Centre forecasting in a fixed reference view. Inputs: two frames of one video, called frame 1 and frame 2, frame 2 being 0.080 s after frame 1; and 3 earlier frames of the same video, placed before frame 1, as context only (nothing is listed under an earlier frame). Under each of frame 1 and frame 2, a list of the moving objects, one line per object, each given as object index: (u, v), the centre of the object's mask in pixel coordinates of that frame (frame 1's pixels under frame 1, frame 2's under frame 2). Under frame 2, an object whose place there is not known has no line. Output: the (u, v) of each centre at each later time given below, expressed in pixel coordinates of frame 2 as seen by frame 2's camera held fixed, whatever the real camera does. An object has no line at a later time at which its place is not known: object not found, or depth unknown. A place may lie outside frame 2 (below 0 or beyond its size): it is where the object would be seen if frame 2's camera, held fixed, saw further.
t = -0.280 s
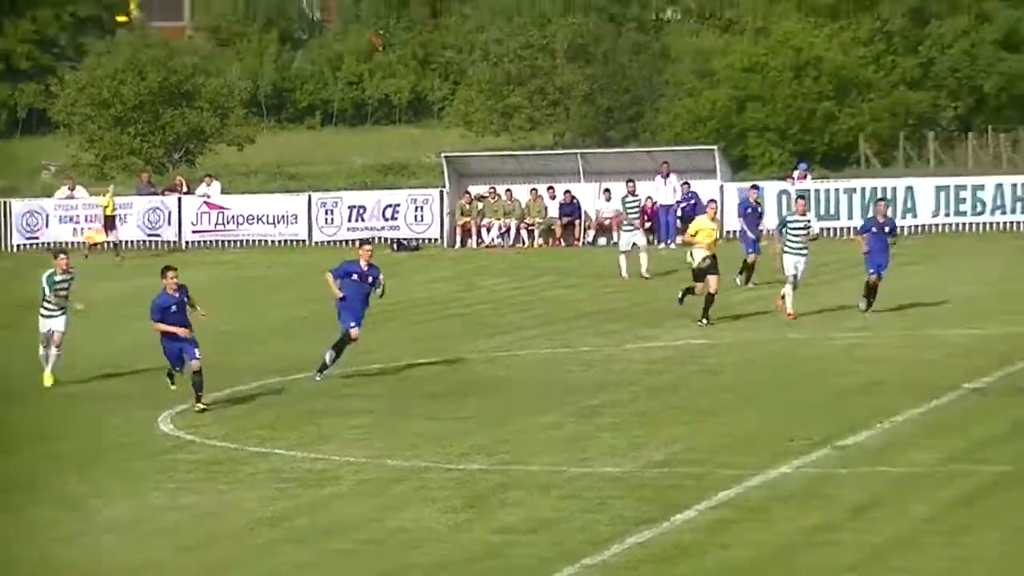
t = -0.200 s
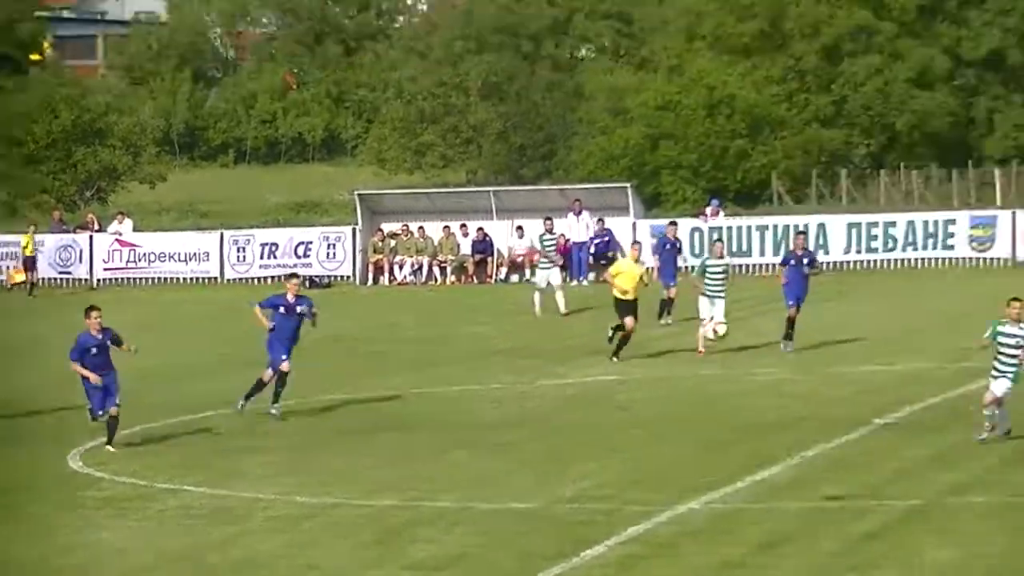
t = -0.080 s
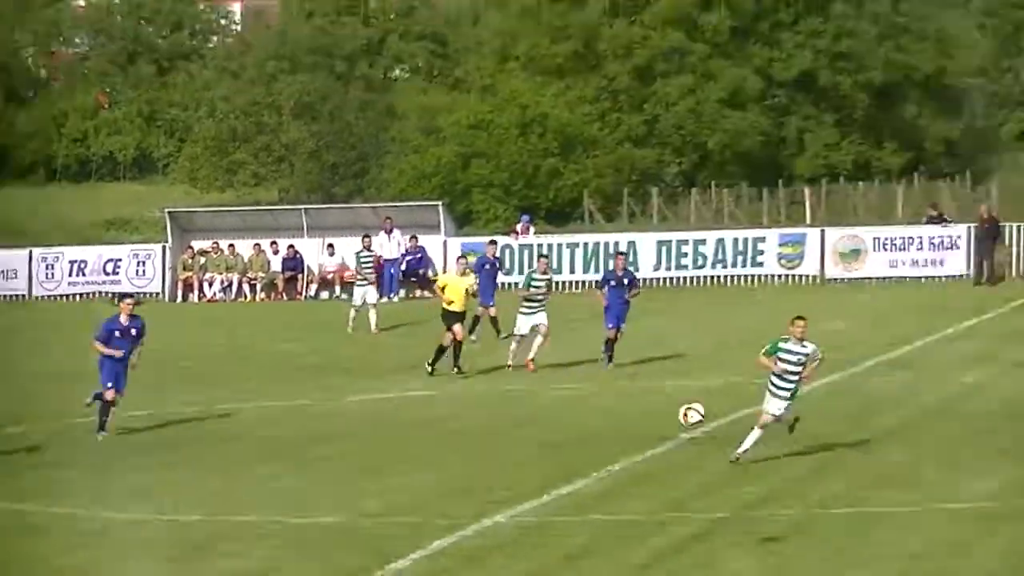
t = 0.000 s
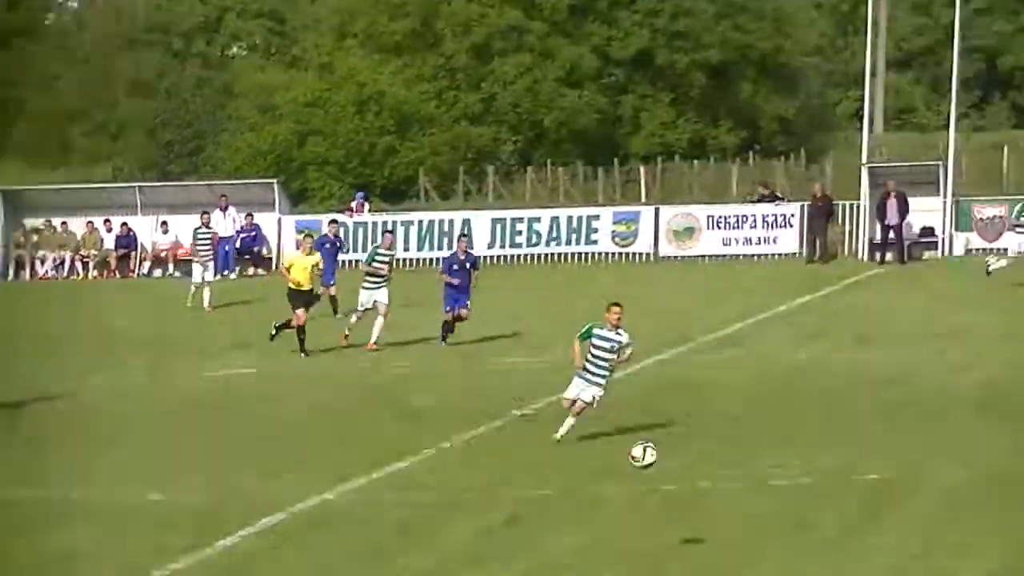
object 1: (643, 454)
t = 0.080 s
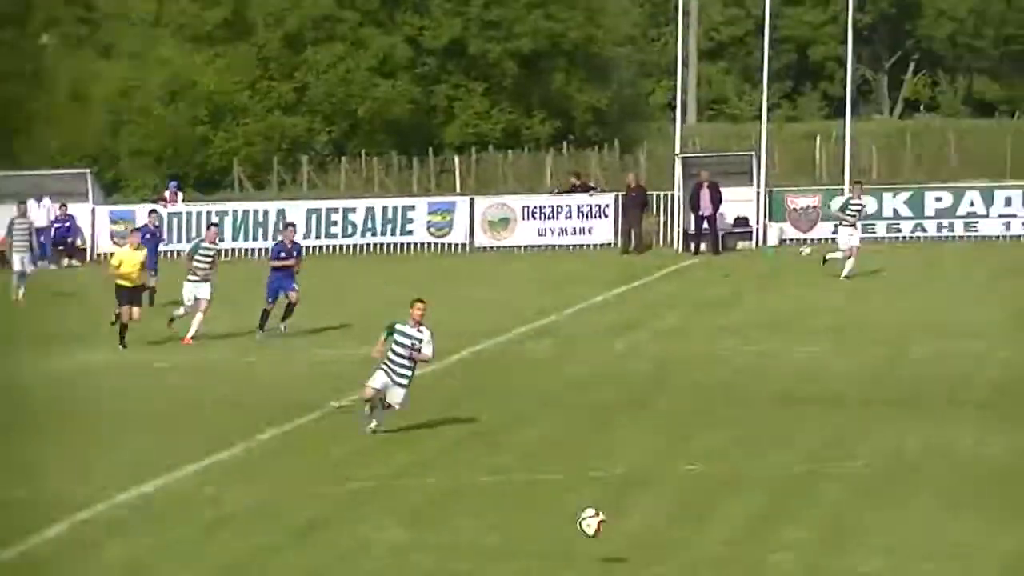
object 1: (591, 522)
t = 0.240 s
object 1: (774, 520)
